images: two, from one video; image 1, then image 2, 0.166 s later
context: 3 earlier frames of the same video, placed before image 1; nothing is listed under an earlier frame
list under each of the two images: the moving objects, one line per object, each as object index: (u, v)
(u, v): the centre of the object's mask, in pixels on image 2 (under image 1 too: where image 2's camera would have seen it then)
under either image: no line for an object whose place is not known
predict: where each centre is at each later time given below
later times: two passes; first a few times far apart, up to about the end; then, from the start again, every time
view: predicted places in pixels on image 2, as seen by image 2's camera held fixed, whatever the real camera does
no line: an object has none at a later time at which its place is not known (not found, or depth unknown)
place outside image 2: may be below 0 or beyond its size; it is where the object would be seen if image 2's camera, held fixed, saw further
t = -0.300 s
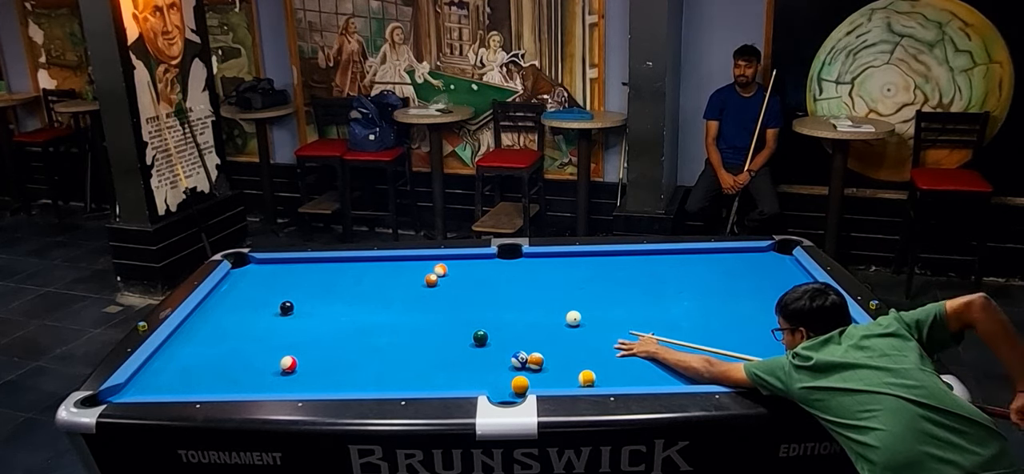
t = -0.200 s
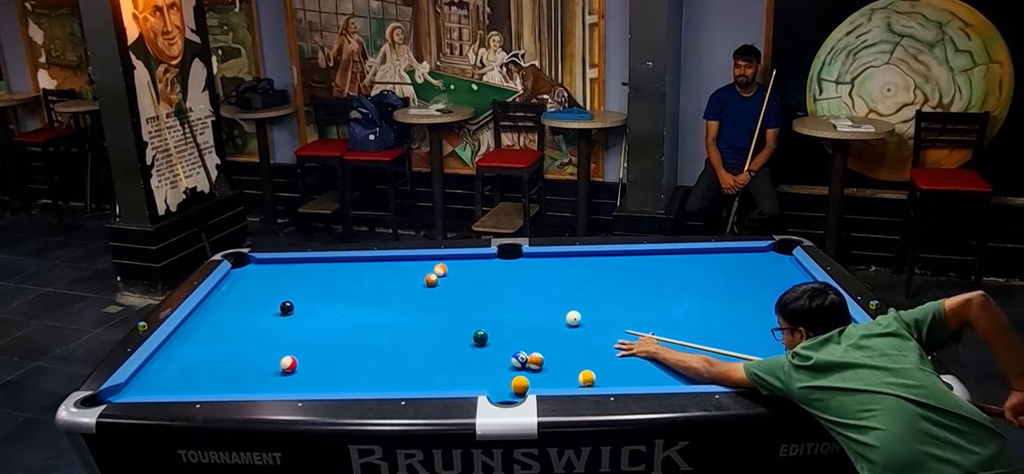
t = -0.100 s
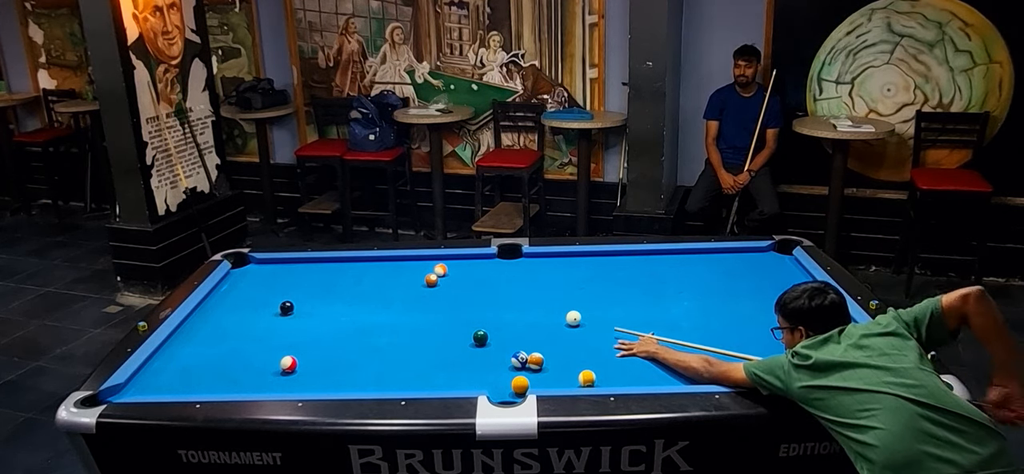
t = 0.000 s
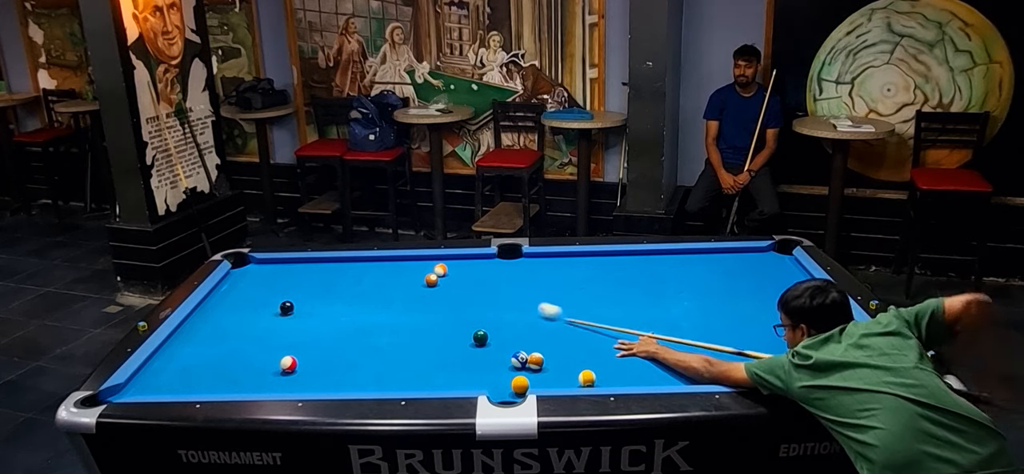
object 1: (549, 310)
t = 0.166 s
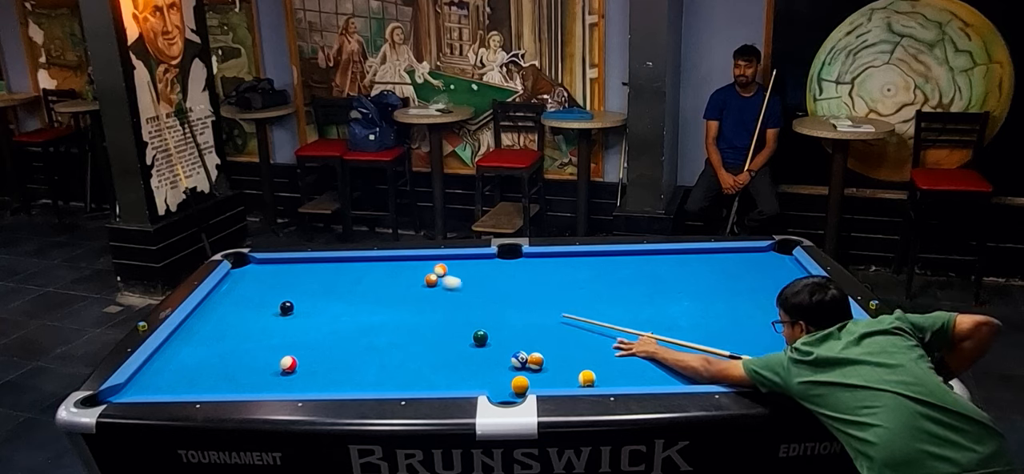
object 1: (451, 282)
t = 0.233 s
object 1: (447, 276)
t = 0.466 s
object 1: (461, 264)
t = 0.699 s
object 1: (475, 259)
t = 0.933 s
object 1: (492, 264)
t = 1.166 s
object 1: (508, 270)
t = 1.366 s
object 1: (522, 275)
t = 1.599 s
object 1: (538, 280)
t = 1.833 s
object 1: (554, 285)
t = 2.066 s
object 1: (569, 290)
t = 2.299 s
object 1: (584, 295)
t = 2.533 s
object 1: (599, 300)
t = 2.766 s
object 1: (613, 305)
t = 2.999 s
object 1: (626, 309)
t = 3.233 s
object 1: (638, 313)
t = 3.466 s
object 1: (650, 317)
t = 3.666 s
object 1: (659, 320)
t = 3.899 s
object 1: (669, 323)
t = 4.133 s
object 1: (678, 326)
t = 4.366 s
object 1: (686, 329)
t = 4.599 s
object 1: (693, 331)
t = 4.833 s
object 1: (699, 332)
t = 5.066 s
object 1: (704, 334)
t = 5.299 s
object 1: (707, 335)
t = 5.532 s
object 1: (709, 335)
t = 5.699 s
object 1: (710, 336)
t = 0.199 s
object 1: (445, 279)
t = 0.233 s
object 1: (447, 276)
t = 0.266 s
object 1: (449, 274)
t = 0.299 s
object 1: (451, 272)
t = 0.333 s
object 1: (453, 270)
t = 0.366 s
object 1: (455, 268)
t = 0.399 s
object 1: (457, 267)
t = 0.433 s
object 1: (459, 265)
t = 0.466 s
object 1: (461, 264)
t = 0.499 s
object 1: (463, 262)
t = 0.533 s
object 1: (465, 260)
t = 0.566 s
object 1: (466, 259)
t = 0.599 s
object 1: (468, 257)
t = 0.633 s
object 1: (470, 257)
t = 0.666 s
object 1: (473, 258)
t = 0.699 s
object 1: (475, 259)
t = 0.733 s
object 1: (478, 260)
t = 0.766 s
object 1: (480, 260)
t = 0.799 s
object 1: (482, 261)
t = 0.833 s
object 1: (485, 262)
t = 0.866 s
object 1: (487, 263)
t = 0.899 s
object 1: (489, 263)
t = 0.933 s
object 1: (492, 264)
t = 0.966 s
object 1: (494, 265)
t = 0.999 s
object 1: (496, 266)
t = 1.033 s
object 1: (499, 267)
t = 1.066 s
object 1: (501, 267)
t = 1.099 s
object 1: (503, 268)
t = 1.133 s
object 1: (506, 269)
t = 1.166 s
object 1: (508, 270)
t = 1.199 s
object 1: (510, 271)
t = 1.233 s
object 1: (513, 271)
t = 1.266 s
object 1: (515, 272)
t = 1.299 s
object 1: (518, 273)
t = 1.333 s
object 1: (520, 274)
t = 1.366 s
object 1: (522, 275)
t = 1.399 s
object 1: (524, 276)
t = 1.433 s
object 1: (527, 276)
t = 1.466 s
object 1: (529, 277)
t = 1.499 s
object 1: (531, 278)
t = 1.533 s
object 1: (534, 278)
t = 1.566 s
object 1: (536, 279)
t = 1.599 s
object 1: (538, 280)
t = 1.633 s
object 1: (540, 281)
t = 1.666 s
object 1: (543, 282)
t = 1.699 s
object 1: (545, 282)
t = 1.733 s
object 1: (547, 283)
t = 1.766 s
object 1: (549, 284)
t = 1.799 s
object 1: (552, 285)
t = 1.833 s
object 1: (554, 285)
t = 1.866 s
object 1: (556, 286)
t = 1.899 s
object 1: (558, 287)
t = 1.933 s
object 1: (561, 287)
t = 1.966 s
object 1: (563, 288)
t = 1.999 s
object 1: (565, 289)
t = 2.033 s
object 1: (567, 290)
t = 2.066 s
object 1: (569, 290)
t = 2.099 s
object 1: (571, 291)
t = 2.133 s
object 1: (574, 292)
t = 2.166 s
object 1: (576, 292)
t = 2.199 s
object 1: (578, 293)
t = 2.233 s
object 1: (580, 294)
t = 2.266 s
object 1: (582, 295)
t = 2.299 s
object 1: (584, 295)
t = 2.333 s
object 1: (586, 296)
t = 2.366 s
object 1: (588, 297)
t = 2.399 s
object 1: (591, 297)
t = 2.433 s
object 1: (593, 298)
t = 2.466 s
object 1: (595, 299)
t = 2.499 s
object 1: (597, 299)
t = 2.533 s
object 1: (599, 300)
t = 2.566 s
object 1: (601, 301)
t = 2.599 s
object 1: (603, 301)
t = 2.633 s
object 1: (605, 302)
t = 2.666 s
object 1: (607, 303)
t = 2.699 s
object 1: (609, 303)
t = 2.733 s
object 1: (611, 304)
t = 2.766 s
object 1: (613, 305)
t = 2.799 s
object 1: (614, 305)
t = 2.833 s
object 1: (617, 306)
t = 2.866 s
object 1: (618, 306)
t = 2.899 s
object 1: (620, 307)
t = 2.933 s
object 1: (622, 308)
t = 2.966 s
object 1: (624, 308)
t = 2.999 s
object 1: (626, 309)
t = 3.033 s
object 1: (628, 309)
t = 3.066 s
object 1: (629, 310)
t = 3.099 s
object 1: (631, 311)
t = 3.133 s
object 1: (633, 311)
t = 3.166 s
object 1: (635, 312)
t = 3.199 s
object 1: (636, 312)
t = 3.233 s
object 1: (638, 313)
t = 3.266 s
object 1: (640, 314)
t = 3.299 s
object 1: (642, 314)
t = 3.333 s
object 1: (643, 315)
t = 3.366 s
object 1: (645, 315)
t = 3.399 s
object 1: (647, 316)
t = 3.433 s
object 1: (648, 316)
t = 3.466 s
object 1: (650, 317)
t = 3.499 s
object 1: (651, 317)
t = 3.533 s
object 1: (653, 318)
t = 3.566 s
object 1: (655, 318)
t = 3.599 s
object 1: (656, 319)
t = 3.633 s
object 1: (658, 319)
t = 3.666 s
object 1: (659, 320)
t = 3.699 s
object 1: (661, 320)
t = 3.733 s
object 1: (662, 321)
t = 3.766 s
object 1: (664, 321)
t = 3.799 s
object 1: (665, 322)
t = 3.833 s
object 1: (667, 322)
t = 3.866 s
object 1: (668, 322)
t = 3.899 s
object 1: (669, 323)
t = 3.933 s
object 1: (671, 323)
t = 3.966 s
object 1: (672, 324)
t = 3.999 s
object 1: (673, 324)
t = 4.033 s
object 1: (674, 325)
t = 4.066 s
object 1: (676, 325)
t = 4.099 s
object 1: (677, 326)
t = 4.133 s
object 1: (678, 326)
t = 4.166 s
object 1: (679, 326)
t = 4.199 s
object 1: (681, 327)
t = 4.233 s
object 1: (682, 327)
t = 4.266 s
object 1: (683, 327)
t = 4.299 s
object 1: (684, 328)
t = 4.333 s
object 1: (685, 328)
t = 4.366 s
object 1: (686, 329)
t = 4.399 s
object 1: (687, 329)
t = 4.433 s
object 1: (688, 329)
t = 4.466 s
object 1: (689, 330)
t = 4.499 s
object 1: (690, 330)
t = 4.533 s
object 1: (691, 330)
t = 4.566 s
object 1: (692, 330)
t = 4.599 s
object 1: (693, 331)
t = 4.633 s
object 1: (694, 331)
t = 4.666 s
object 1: (695, 331)
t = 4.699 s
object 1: (696, 332)
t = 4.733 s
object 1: (697, 332)
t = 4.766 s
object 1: (698, 332)
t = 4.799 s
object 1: (698, 332)
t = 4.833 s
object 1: (699, 332)
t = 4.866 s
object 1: (700, 333)
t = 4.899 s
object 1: (701, 333)
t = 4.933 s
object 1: (701, 333)
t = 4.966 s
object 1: (702, 333)
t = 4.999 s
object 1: (702, 333)
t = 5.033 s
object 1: (703, 334)
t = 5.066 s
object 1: (704, 334)
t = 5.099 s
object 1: (704, 334)
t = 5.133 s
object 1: (705, 334)
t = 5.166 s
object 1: (705, 334)
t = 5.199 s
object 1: (706, 334)
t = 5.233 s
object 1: (706, 335)
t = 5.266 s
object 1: (706, 335)
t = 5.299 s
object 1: (707, 335)
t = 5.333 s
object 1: (707, 335)
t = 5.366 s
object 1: (708, 335)
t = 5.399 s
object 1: (708, 335)
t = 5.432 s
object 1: (708, 335)
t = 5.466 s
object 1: (709, 335)
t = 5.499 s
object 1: (709, 335)
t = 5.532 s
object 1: (709, 335)
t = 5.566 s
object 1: (709, 335)
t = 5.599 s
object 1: (709, 335)
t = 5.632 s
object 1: (710, 335)
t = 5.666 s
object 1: (710, 336)
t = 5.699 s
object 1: (710, 336)
